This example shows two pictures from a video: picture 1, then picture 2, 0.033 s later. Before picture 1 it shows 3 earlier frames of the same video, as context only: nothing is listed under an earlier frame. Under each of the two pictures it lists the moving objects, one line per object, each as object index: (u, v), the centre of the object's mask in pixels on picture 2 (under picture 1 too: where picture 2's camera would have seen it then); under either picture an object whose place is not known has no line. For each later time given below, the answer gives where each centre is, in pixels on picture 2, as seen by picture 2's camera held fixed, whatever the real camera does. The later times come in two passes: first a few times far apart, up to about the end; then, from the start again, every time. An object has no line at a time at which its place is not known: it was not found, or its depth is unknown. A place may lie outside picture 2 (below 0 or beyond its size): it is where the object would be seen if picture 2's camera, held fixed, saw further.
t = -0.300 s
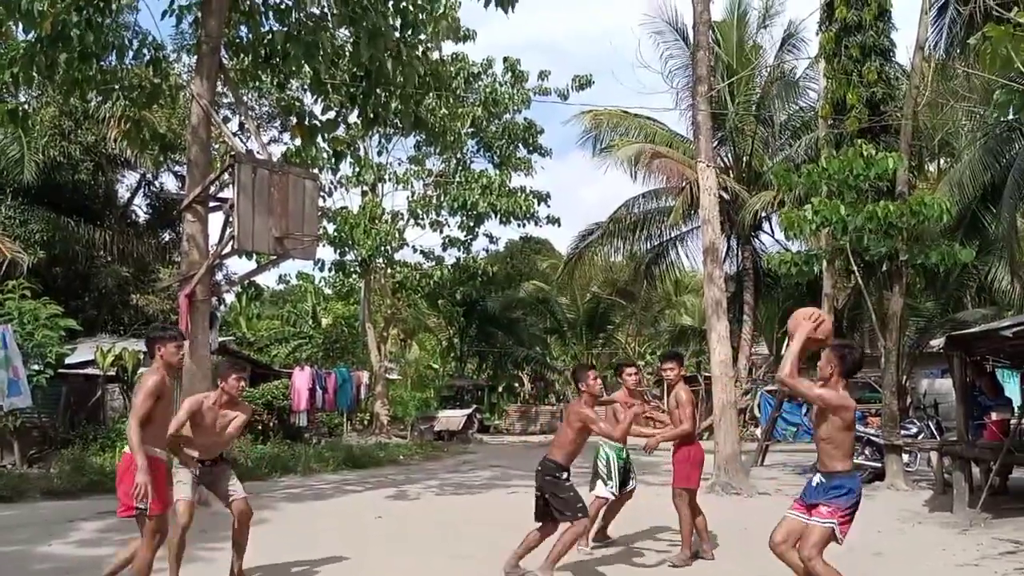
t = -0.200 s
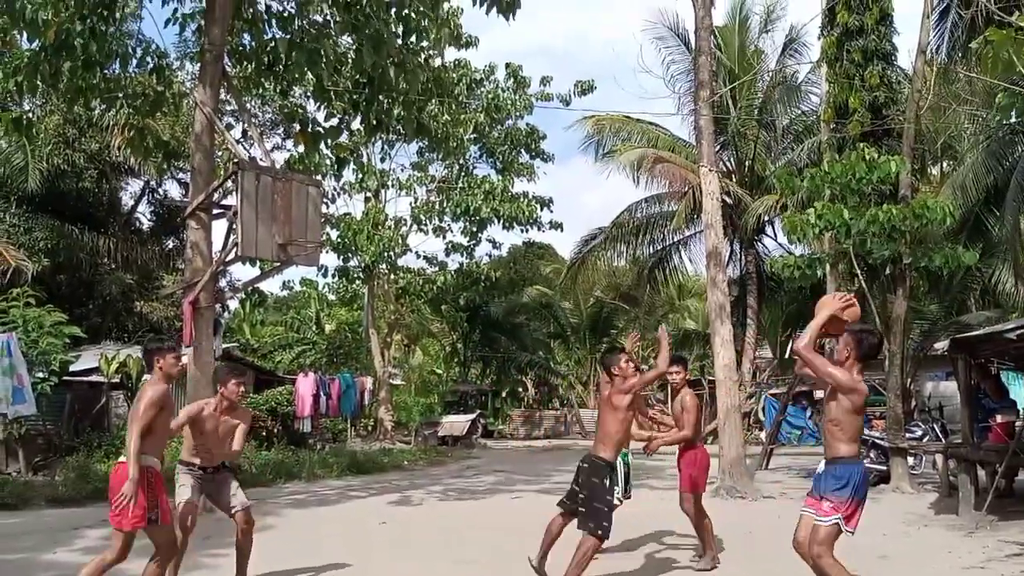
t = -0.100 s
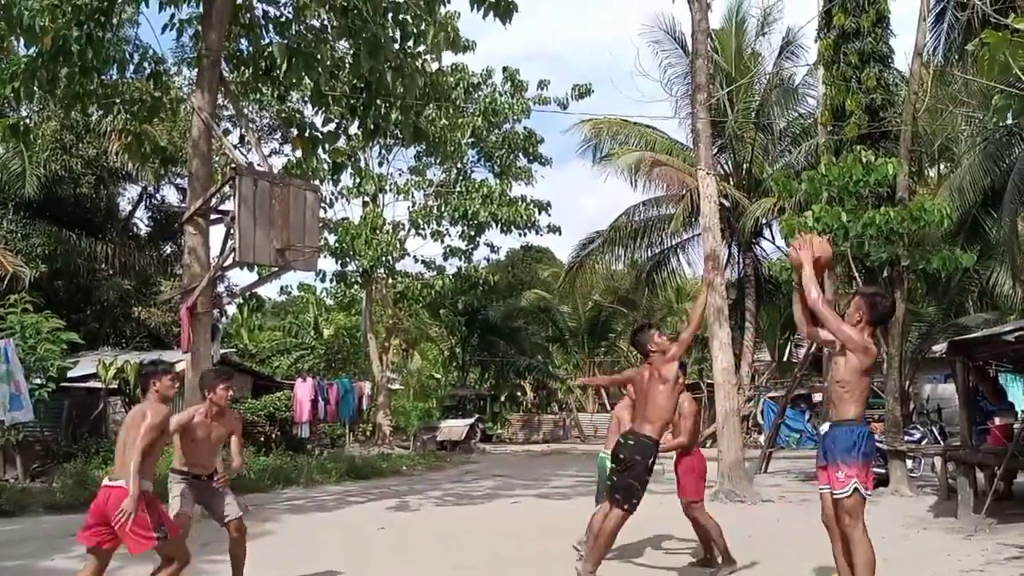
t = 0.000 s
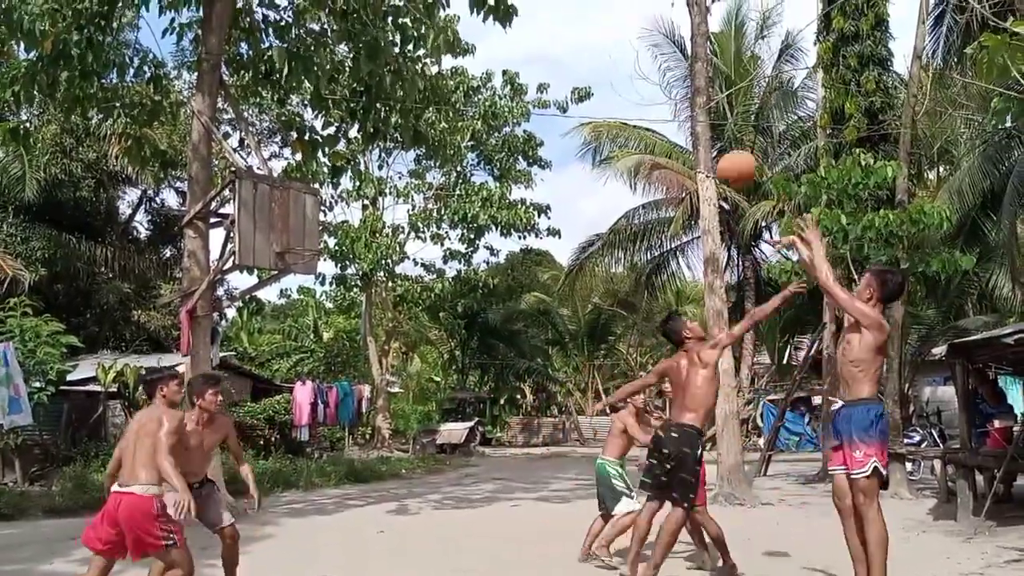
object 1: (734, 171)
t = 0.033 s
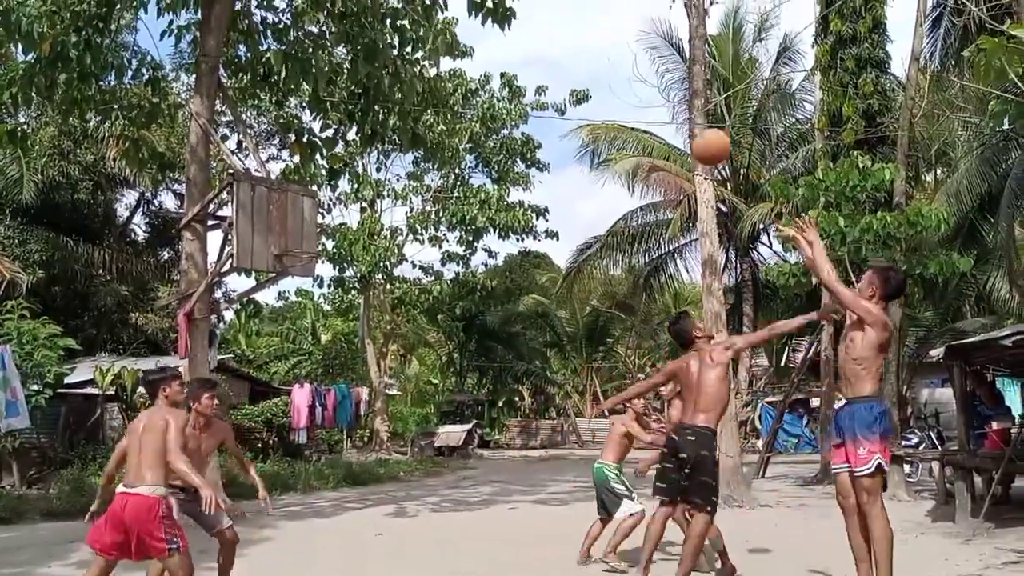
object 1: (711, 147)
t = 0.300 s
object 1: (560, 40)
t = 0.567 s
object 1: (452, 43)
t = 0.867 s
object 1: (359, 127)
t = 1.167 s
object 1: (302, 237)
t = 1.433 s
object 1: (340, 197)
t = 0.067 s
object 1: (689, 125)
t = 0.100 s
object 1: (667, 107)
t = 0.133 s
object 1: (647, 90)
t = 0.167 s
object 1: (628, 75)
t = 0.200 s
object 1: (610, 63)
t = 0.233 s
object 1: (593, 54)
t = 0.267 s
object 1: (576, 46)
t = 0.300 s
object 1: (560, 40)
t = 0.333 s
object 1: (545, 35)
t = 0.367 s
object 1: (530, 32)
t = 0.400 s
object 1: (516, 31)
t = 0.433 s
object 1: (502, 30)
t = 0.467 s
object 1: (489, 31)
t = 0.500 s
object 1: (476, 33)
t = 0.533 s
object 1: (464, 37)
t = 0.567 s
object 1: (452, 43)
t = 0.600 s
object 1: (442, 47)
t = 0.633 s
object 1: (430, 54)
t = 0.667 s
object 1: (419, 61)
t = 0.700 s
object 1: (408, 69)
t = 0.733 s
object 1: (398, 79)
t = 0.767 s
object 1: (388, 89)
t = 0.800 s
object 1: (378, 101)
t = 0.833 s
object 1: (369, 112)
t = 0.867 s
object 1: (359, 127)
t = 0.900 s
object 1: (352, 139)
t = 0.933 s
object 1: (342, 155)
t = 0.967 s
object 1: (333, 171)
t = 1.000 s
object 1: (326, 186)
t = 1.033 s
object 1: (317, 203)
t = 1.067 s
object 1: (310, 220)
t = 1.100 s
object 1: (302, 240)
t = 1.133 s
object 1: (299, 245)
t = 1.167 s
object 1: (302, 237)
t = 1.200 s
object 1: (307, 228)
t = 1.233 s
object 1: (311, 221)
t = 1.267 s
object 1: (315, 216)
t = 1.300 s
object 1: (319, 210)
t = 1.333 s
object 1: (326, 206)
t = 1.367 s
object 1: (328, 202)
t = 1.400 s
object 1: (334, 199)
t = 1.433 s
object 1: (340, 197)
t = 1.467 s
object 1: (344, 197)
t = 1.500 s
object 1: (349, 198)
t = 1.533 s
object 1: (354, 200)
